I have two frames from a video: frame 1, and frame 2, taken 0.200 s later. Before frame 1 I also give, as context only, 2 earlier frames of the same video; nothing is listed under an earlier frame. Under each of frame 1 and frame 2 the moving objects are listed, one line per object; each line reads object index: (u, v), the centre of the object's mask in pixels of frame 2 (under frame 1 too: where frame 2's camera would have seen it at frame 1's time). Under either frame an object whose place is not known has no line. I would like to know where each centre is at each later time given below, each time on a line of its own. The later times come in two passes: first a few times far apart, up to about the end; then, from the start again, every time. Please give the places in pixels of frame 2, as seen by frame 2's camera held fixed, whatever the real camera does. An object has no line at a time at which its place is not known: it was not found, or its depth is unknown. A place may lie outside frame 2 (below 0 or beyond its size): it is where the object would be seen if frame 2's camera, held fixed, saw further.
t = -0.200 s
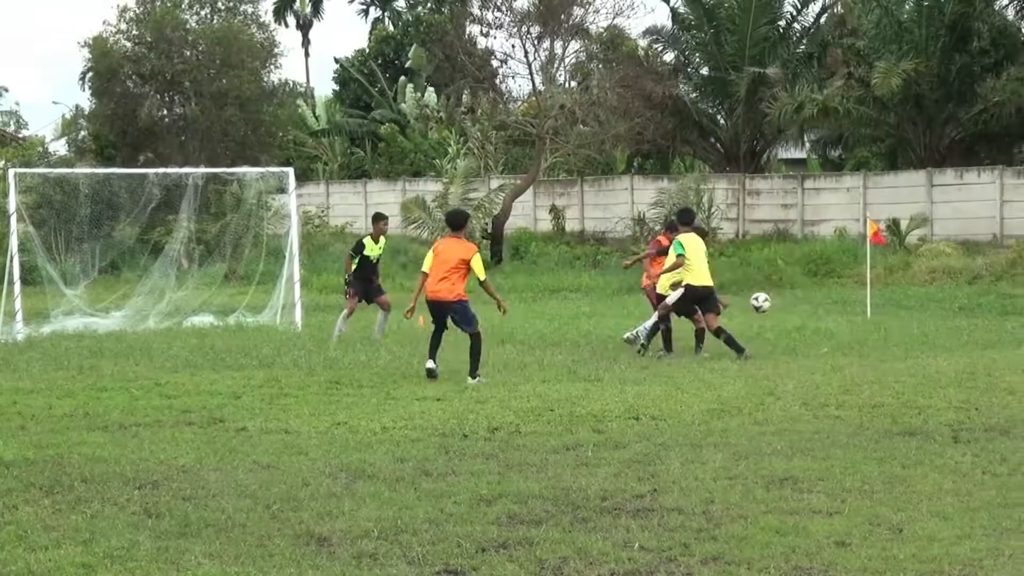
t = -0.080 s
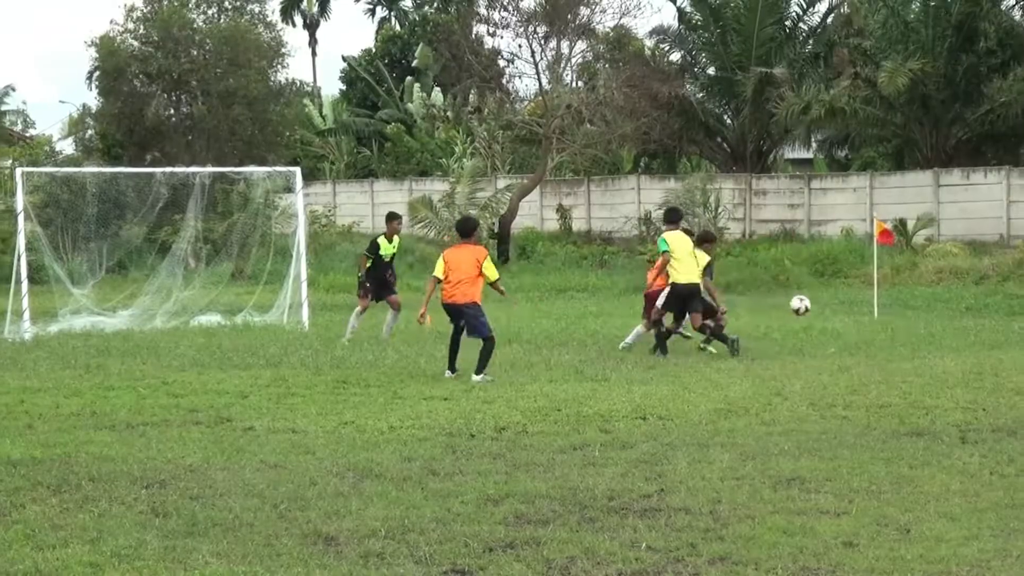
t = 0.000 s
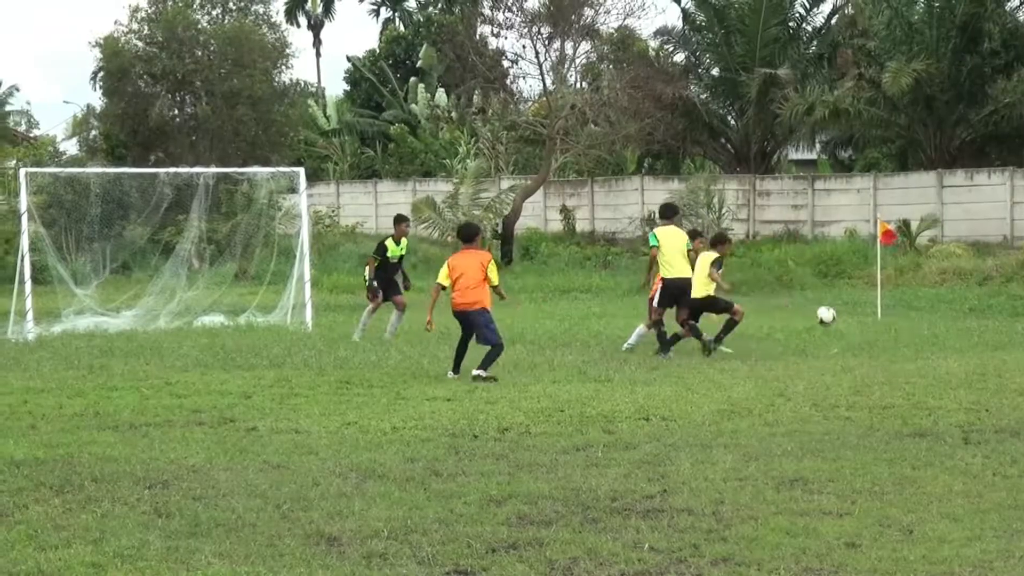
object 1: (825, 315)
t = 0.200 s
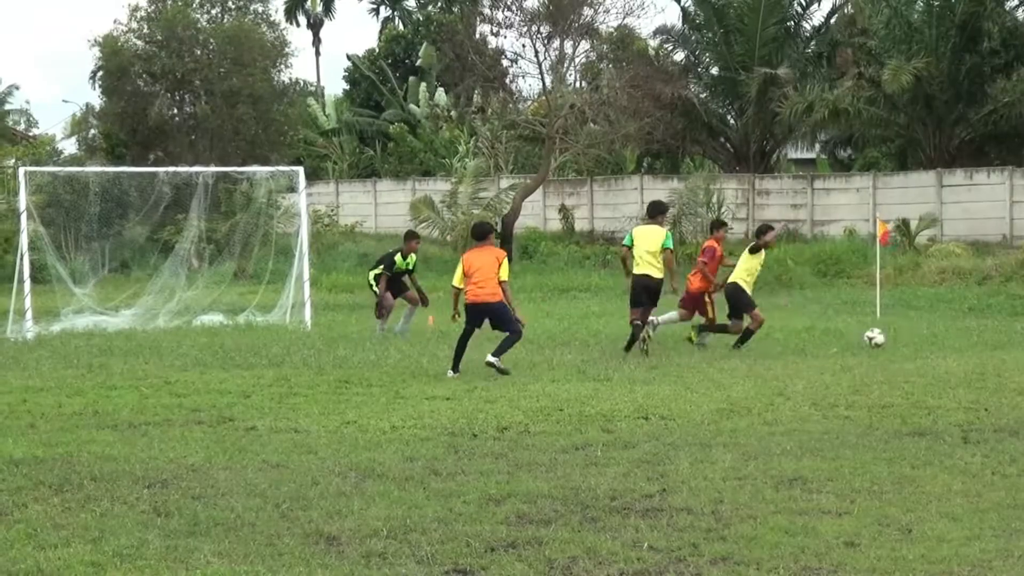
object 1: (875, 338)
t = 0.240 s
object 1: (882, 335)
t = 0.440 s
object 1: (921, 339)
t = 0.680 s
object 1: (963, 339)
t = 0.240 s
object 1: (882, 335)
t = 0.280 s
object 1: (890, 333)
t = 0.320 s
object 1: (898, 333)
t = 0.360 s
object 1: (906, 334)
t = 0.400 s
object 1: (914, 336)
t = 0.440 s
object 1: (921, 339)
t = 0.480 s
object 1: (929, 341)
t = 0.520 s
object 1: (936, 339)
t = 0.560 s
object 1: (942, 338)
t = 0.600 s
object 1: (949, 338)
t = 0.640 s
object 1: (956, 338)
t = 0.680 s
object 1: (963, 339)
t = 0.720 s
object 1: (970, 337)
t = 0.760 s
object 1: (976, 337)
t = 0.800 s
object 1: (985, 337)
